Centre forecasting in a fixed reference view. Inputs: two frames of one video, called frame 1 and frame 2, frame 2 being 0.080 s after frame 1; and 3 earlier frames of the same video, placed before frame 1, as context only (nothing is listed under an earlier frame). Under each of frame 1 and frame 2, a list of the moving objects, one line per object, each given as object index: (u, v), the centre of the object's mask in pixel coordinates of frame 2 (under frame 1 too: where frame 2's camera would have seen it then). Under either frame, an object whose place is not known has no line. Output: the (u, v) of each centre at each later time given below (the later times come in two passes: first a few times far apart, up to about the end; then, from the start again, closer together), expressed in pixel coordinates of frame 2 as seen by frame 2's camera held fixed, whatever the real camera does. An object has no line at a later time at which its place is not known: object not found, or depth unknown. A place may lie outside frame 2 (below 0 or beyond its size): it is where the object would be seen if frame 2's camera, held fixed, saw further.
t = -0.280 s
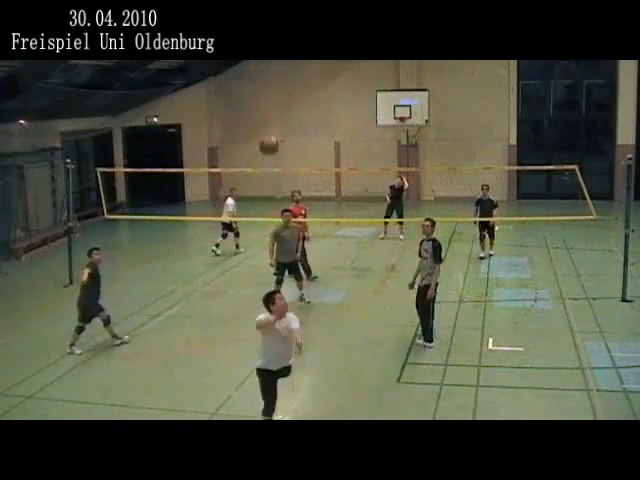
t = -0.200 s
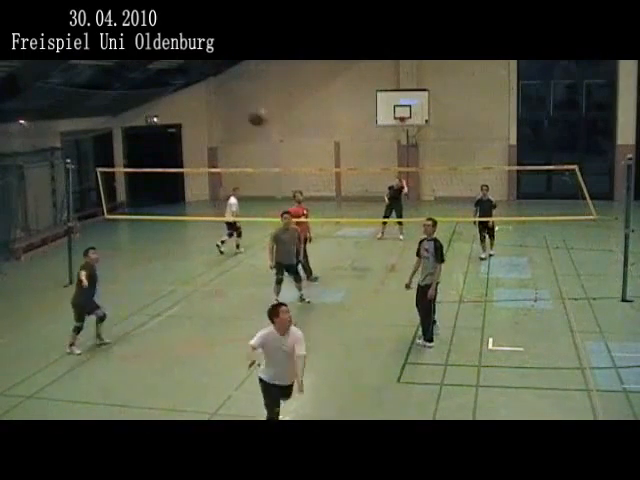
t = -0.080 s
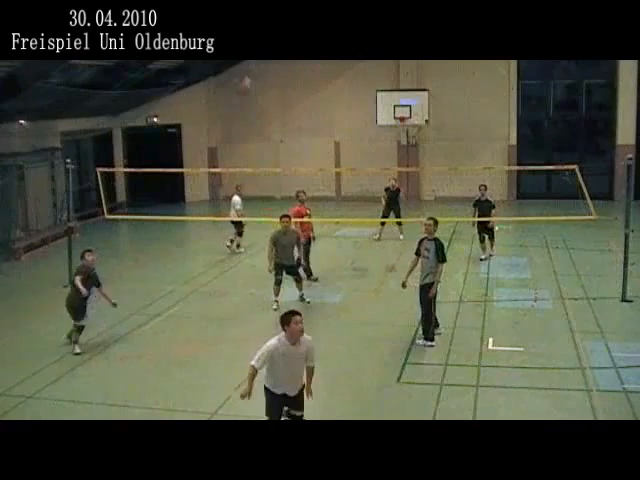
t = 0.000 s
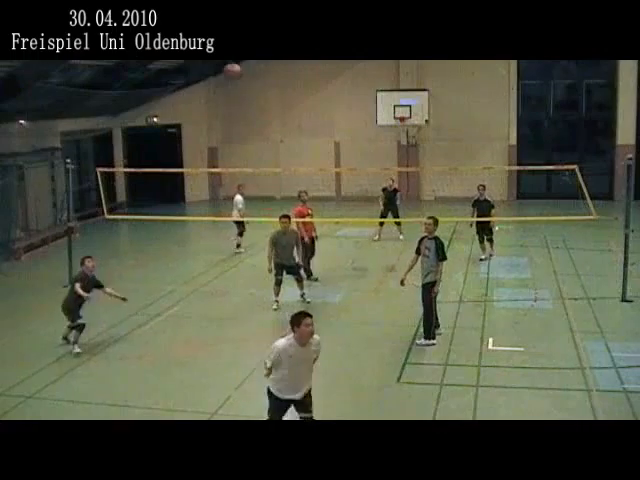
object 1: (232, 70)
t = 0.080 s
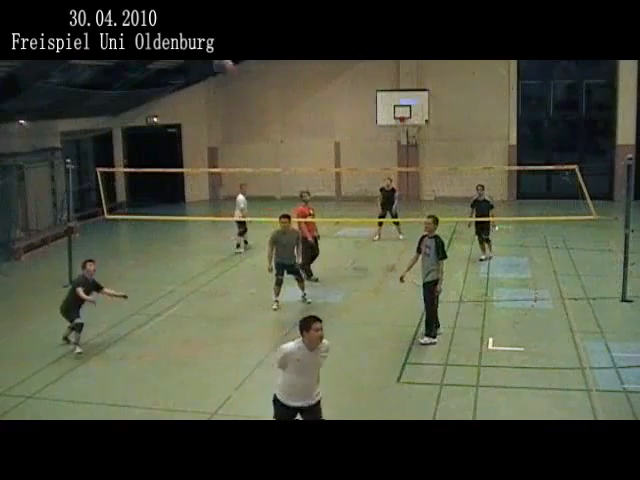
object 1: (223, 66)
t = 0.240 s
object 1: (206, 70)
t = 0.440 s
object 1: (188, 105)
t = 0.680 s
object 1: (168, 186)
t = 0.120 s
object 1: (218, 67)
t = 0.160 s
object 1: (214, 67)
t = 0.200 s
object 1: (210, 68)
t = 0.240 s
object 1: (206, 70)
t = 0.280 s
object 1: (202, 73)
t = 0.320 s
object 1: (197, 78)
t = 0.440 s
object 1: (188, 105)
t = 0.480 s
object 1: (183, 115)
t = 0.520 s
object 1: (179, 128)
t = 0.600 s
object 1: (172, 155)
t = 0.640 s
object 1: (170, 170)
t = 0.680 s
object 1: (168, 186)
